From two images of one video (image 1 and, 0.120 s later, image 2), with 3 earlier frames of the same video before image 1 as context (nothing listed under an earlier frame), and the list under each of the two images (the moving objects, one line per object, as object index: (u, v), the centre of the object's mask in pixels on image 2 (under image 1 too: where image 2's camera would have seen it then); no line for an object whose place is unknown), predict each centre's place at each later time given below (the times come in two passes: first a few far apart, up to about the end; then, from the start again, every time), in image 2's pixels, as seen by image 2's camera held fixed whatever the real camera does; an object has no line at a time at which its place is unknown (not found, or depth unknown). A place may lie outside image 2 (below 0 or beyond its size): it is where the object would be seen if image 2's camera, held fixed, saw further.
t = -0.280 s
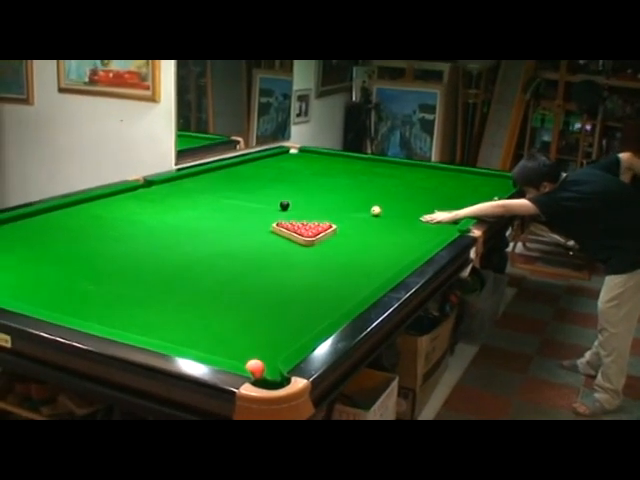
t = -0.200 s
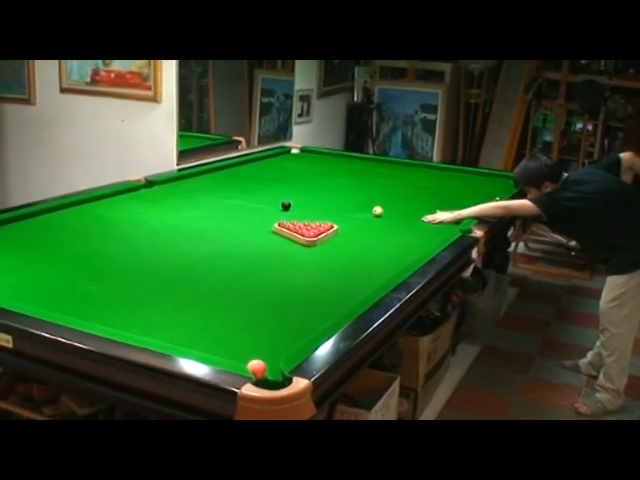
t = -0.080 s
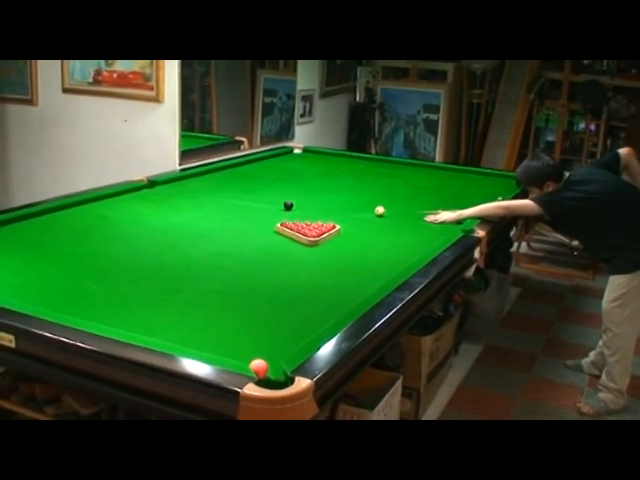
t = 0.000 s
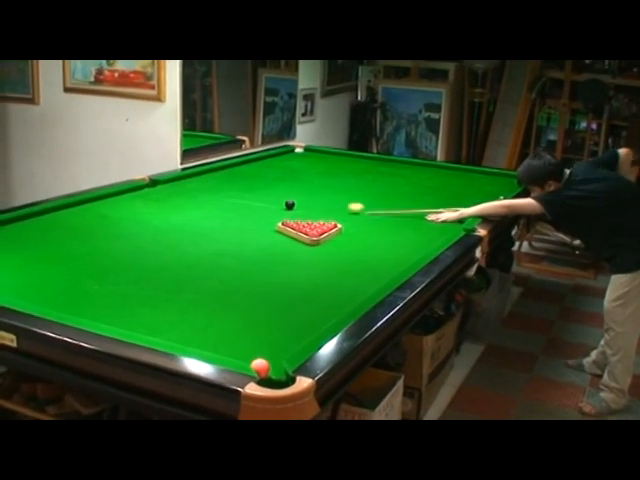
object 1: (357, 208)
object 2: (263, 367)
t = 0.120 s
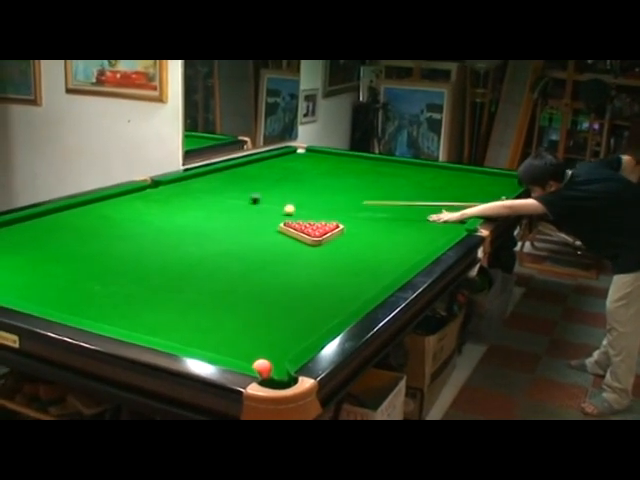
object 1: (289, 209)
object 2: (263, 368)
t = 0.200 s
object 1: (277, 214)
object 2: (262, 368)
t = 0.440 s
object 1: (270, 229)
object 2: (260, 368)
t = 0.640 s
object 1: (268, 241)
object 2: (260, 365)
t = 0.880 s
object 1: (266, 260)
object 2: (259, 366)
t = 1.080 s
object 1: (265, 276)
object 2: (259, 366)
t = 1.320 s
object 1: (265, 299)
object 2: (259, 363)
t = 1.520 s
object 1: (265, 322)
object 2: (259, 364)
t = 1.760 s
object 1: (265, 352)
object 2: (258, 364)
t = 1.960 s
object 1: (264, 357)
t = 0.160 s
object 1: (282, 212)
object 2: (262, 368)
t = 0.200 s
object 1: (277, 214)
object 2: (262, 368)
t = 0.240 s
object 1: (274, 216)
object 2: (262, 368)
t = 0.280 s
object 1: (271, 219)
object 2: (262, 368)
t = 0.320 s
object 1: (270, 222)
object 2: (261, 368)
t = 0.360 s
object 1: (270, 224)
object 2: (261, 368)
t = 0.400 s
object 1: (270, 226)
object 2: (261, 368)
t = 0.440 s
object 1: (270, 229)
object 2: (260, 368)
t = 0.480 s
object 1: (269, 231)
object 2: (260, 368)
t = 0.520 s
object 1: (269, 234)
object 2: (260, 367)
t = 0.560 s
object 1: (269, 236)
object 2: (260, 366)
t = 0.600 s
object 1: (268, 239)
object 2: (260, 366)
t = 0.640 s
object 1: (268, 241)
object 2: (260, 365)
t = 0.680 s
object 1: (268, 244)
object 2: (260, 365)
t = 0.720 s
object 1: (267, 248)
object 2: (260, 366)
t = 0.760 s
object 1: (267, 250)
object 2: (259, 365)
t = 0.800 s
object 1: (267, 253)
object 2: (260, 366)
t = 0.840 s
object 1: (267, 257)
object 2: (259, 366)
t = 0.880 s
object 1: (266, 260)
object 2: (259, 366)
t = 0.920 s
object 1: (266, 263)
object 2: (259, 366)
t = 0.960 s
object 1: (266, 266)
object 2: (259, 366)
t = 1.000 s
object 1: (266, 270)
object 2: (259, 366)
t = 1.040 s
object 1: (265, 273)
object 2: (258, 366)
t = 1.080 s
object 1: (265, 276)
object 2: (259, 366)
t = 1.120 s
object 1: (265, 280)
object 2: (259, 365)
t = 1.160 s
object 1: (265, 283)
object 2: (259, 365)
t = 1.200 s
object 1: (265, 287)
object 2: (259, 365)
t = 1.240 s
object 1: (265, 291)
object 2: (259, 364)
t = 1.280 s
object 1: (265, 295)
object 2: (259, 364)
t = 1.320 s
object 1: (265, 299)
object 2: (259, 363)
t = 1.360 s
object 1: (265, 303)
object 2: (259, 364)
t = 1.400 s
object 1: (265, 308)
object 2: (259, 364)
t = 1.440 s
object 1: (264, 312)
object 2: (259, 364)
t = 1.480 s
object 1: (264, 317)
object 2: (259, 364)
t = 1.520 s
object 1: (265, 322)
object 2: (259, 364)
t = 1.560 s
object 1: (265, 327)
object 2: (259, 364)
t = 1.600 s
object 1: (265, 332)
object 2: (259, 364)
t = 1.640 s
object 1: (265, 338)
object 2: (259, 364)
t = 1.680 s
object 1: (264, 343)
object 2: (258, 364)
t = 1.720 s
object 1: (264, 348)
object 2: (258, 364)
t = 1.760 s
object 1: (265, 352)
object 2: (258, 364)
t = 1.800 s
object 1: (268, 355)
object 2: (261, 366)
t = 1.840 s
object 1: (272, 355)
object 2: (269, 370)
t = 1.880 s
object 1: (270, 358)
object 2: (276, 377)
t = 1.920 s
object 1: (267, 357)
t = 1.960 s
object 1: (264, 357)
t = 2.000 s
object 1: (261, 356)
